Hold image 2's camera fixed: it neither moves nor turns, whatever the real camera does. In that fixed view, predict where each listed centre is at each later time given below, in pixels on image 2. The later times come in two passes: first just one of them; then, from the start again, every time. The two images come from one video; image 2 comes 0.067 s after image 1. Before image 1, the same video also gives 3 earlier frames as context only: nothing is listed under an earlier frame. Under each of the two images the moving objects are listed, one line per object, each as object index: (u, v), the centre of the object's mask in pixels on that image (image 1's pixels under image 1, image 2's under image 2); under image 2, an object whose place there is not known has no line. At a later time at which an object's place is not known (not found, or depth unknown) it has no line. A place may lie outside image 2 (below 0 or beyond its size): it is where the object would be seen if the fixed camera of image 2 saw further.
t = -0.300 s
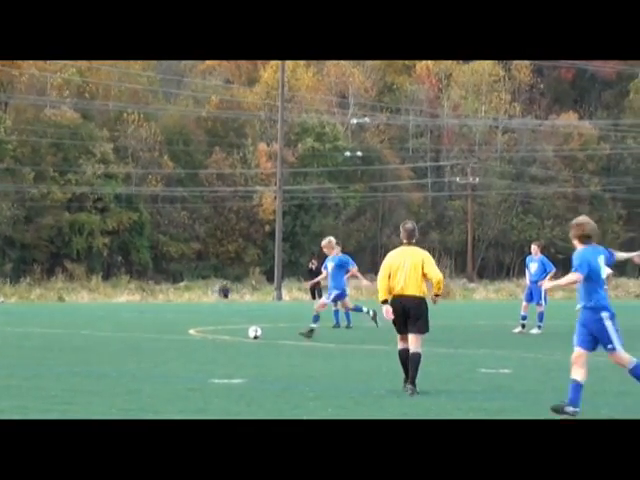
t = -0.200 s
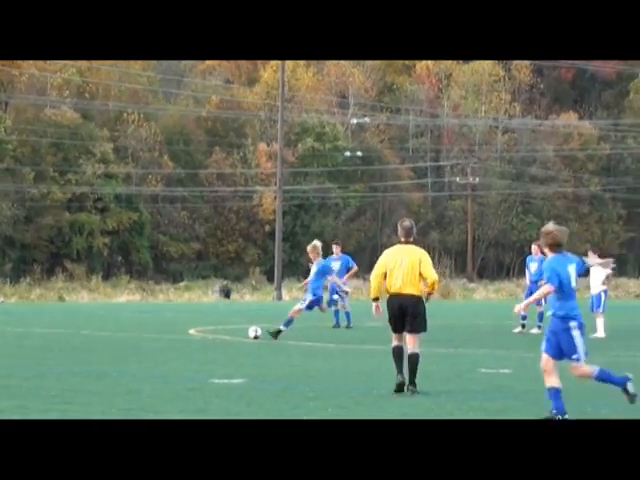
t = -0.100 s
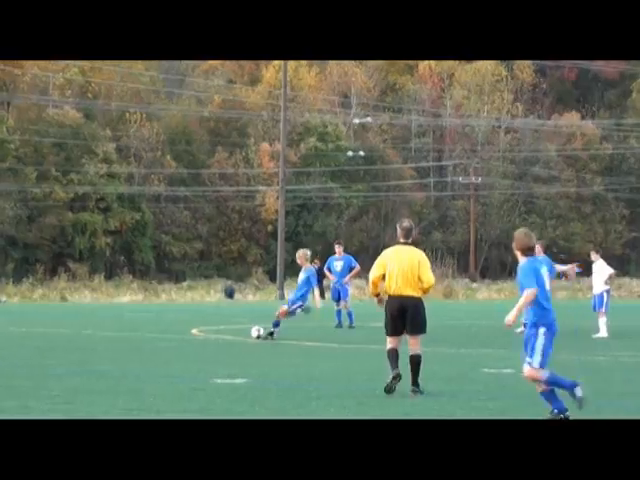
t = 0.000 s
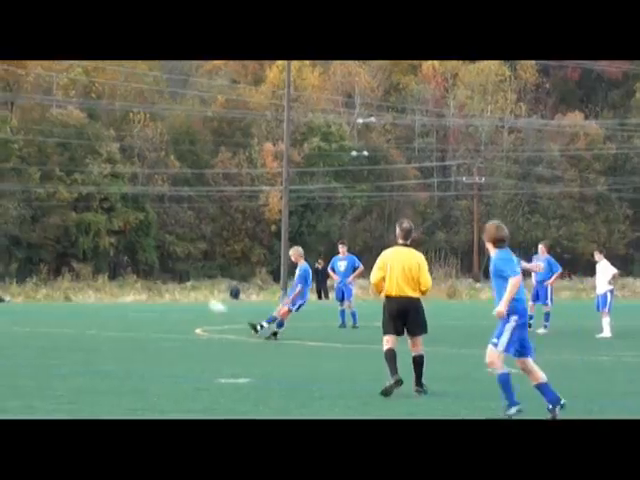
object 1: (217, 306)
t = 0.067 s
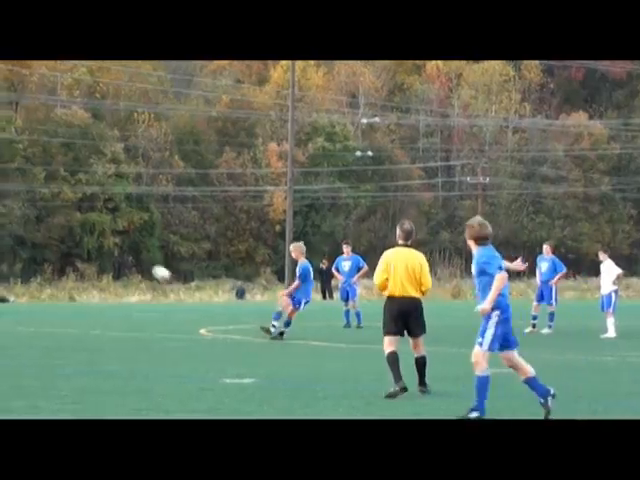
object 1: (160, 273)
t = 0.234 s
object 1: (5, 188)
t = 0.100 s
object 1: (130, 256)
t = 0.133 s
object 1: (98, 238)
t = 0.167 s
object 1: (67, 221)
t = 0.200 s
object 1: (35, 204)
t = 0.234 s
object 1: (5, 188)
